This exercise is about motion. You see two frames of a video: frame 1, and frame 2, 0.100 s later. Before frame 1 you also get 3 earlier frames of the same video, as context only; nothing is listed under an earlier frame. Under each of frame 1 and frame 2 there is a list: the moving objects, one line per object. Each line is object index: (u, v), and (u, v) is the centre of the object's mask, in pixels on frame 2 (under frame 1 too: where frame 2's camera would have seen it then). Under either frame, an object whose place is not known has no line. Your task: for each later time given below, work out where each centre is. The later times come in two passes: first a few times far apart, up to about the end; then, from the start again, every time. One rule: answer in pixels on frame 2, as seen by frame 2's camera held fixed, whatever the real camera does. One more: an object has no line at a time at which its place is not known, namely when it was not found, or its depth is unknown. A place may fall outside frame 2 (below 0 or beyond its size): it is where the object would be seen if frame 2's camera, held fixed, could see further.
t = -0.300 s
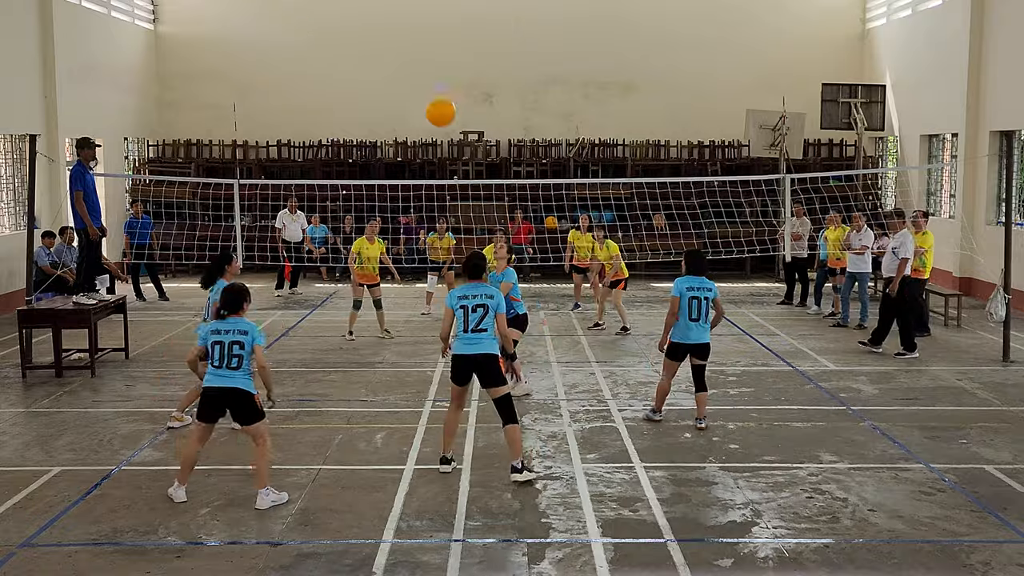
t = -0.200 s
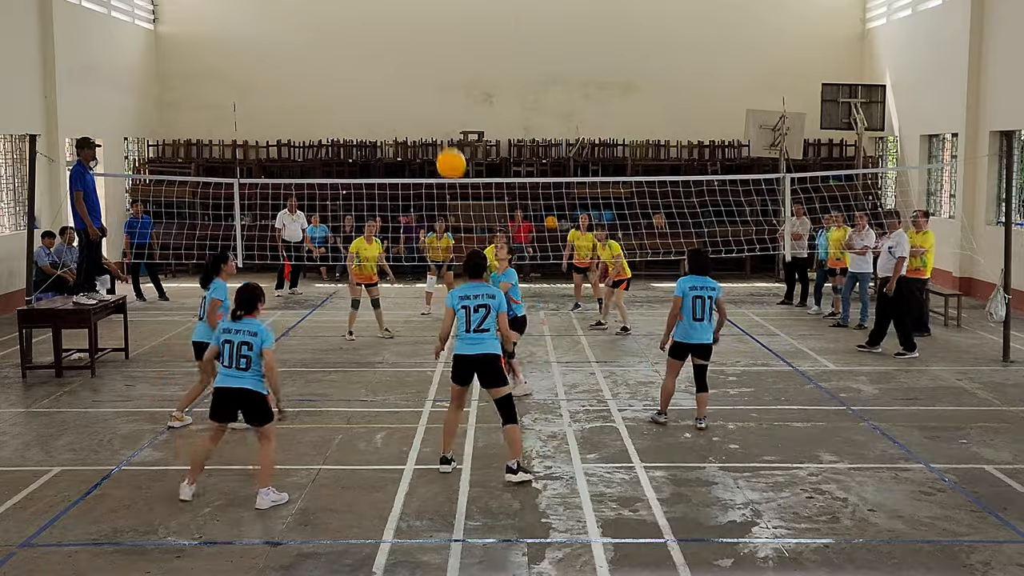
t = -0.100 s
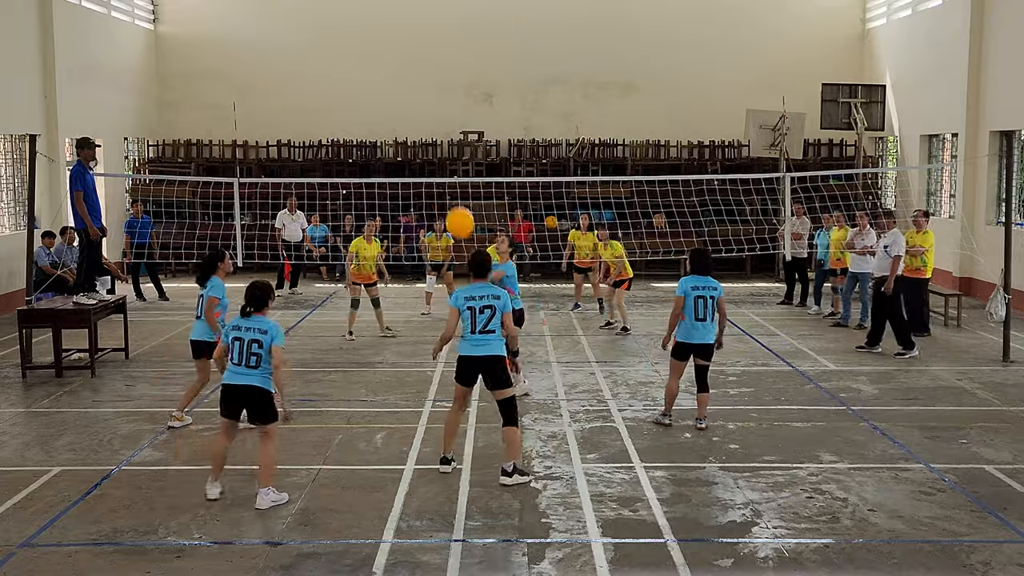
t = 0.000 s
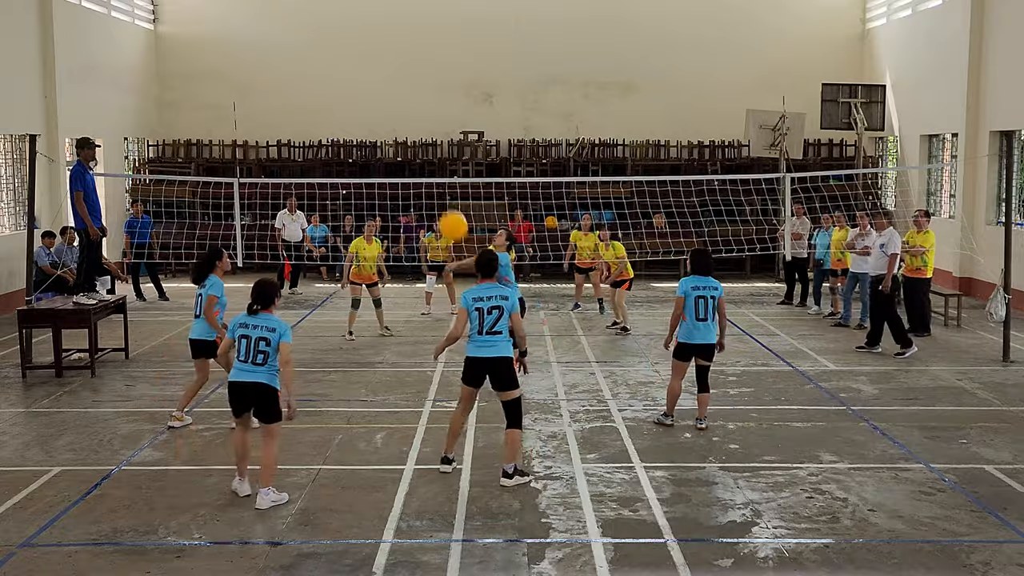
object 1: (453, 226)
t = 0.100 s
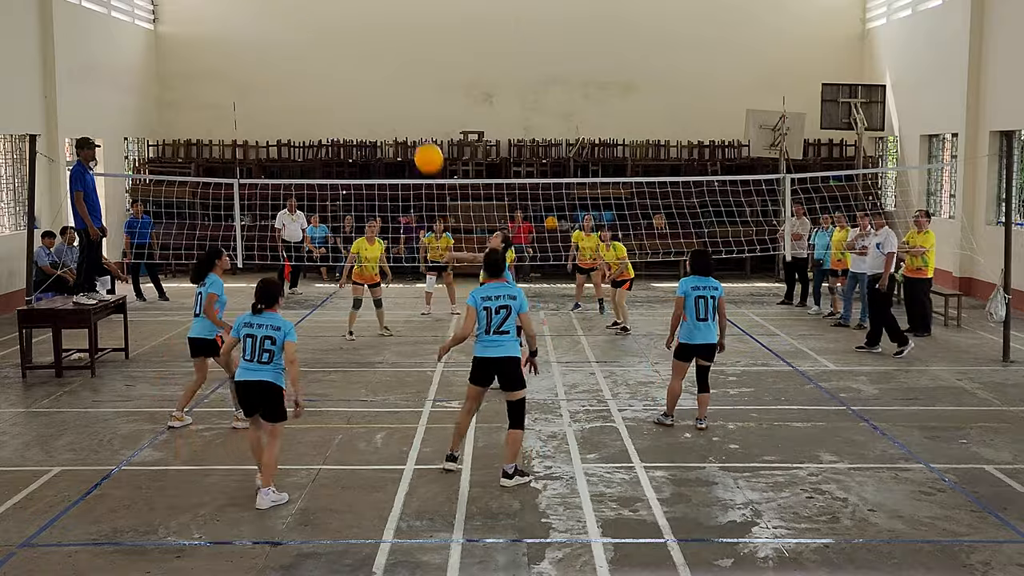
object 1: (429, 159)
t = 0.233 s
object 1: (396, 87)
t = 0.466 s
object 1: (340, 14)
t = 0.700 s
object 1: (290, 6)
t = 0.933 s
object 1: (241, 37)
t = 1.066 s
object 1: (216, 83)
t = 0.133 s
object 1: (421, 140)
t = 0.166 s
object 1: (413, 120)
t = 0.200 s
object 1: (405, 102)
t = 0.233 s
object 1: (396, 87)
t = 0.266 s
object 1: (388, 72)
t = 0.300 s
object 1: (380, 58)
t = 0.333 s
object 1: (372, 47)
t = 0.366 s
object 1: (364, 37)
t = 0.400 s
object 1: (356, 28)
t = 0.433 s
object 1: (348, 20)
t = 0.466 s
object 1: (340, 14)
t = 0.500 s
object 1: (333, 10)
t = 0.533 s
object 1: (326, 8)
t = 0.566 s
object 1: (318, 7)
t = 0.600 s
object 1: (311, 6)
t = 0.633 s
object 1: (304, 5)
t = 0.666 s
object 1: (297, 5)
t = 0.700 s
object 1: (290, 6)
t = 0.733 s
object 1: (282, 7)
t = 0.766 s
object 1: (275, 8)
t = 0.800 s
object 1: (269, 10)
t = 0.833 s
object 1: (262, 13)
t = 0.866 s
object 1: (255, 21)
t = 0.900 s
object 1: (248, 28)
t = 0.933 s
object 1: (241, 37)
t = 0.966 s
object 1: (235, 47)
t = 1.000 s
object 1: (228, 58)
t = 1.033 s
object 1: (222, 69)
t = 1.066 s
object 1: (216, 83)
